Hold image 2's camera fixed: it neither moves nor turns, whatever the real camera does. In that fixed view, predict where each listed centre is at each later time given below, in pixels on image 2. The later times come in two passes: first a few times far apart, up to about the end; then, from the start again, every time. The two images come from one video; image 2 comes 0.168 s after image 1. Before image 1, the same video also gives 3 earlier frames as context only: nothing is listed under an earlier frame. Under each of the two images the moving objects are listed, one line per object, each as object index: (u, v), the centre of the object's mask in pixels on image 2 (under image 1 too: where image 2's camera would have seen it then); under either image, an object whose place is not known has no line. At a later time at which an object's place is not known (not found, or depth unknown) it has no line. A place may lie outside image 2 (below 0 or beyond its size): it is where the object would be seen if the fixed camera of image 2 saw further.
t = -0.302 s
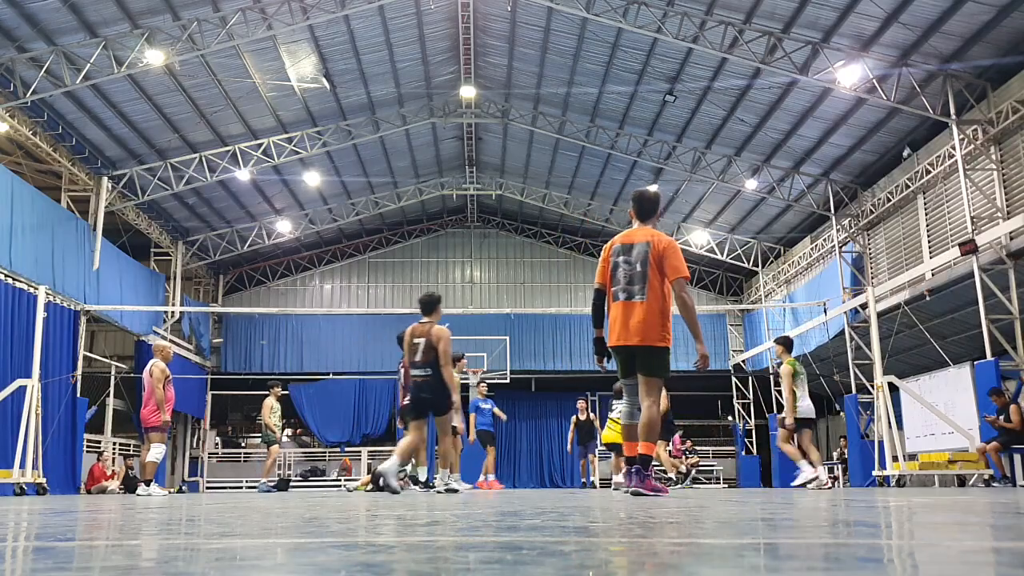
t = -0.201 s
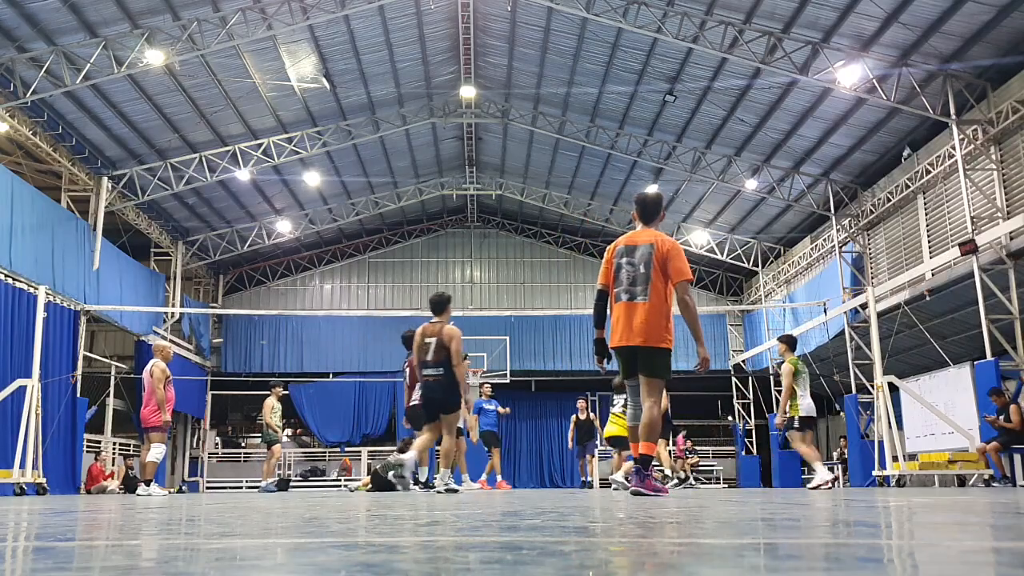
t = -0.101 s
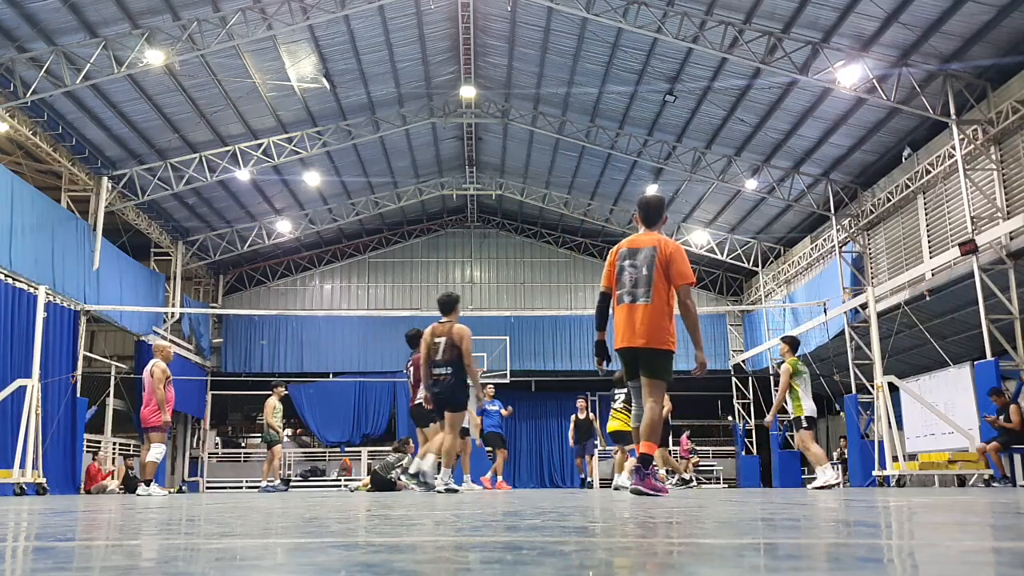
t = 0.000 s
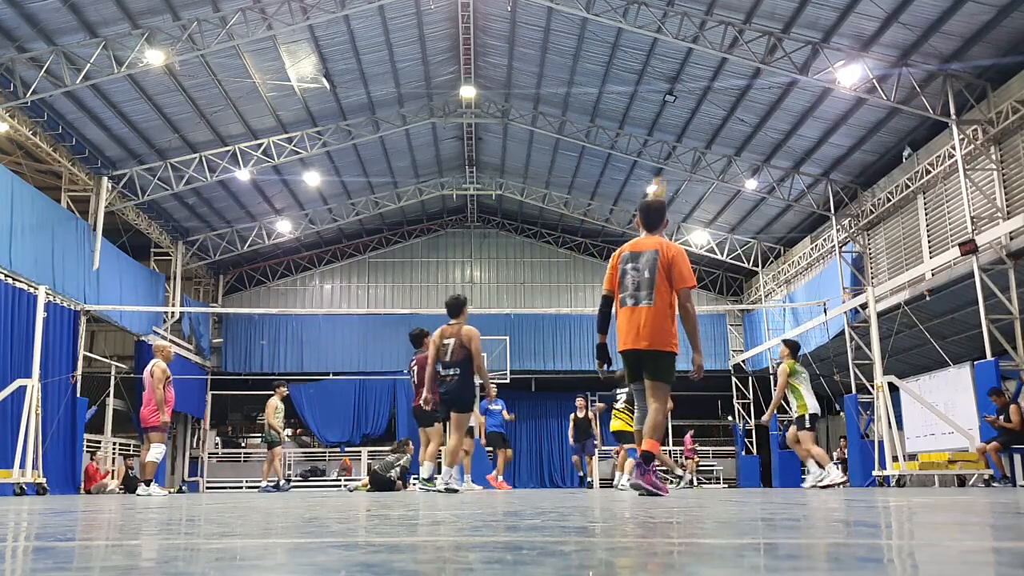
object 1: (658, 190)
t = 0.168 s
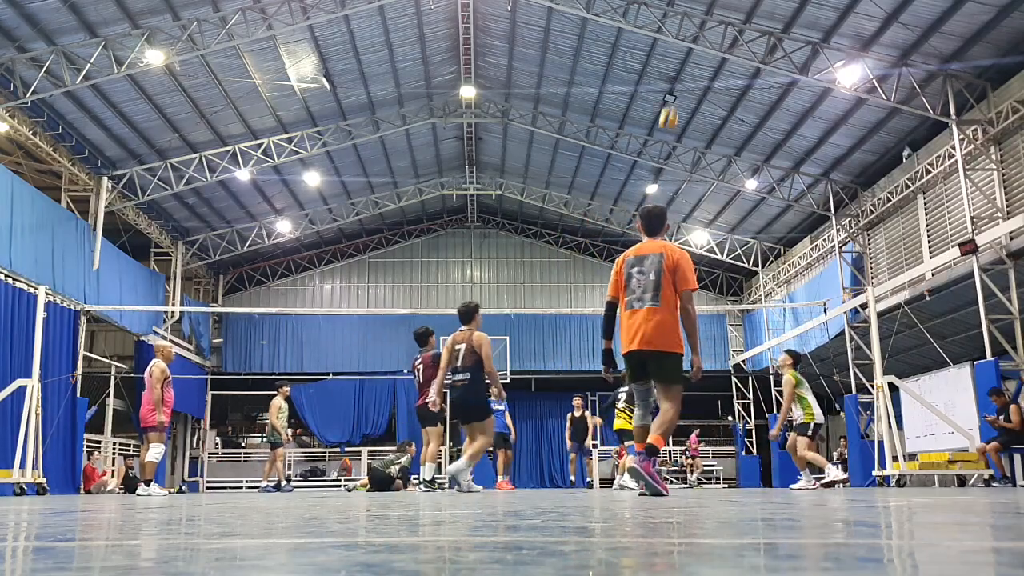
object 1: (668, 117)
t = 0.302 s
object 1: (677, 75)
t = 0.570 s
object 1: (699, 27)
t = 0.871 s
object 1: (729, 39)
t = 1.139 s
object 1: (763, 124)
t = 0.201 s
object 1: (670, 105)
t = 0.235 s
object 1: (673, 95)
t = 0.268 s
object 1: (675, 85)
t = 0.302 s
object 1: (677, 75)
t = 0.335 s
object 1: (679, 66)
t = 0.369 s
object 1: (683, 58)
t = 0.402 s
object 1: (685, 51)
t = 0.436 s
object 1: (688, 45)
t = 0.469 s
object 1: (691, 39)
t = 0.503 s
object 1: (694, 34)
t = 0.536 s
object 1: (696, 30)
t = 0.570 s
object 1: (699, 27)
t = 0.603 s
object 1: (702, 25)
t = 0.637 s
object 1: (706, 23)
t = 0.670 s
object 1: (708, 22)
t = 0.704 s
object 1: (712, 23)
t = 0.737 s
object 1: (715, 24)
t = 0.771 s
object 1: (718, 26)
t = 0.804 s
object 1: (722, 29)
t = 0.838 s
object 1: (726, 34)
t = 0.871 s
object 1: (729, 39)
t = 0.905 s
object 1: (733, 45)
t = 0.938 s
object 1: (737, 52)
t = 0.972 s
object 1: (741, 61)
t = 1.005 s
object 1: (745, 71)
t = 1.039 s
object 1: (749, 83)
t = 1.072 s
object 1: (753, 95)
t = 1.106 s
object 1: (758, 110)
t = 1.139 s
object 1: (763, 124)
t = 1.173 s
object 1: (767, 141)
